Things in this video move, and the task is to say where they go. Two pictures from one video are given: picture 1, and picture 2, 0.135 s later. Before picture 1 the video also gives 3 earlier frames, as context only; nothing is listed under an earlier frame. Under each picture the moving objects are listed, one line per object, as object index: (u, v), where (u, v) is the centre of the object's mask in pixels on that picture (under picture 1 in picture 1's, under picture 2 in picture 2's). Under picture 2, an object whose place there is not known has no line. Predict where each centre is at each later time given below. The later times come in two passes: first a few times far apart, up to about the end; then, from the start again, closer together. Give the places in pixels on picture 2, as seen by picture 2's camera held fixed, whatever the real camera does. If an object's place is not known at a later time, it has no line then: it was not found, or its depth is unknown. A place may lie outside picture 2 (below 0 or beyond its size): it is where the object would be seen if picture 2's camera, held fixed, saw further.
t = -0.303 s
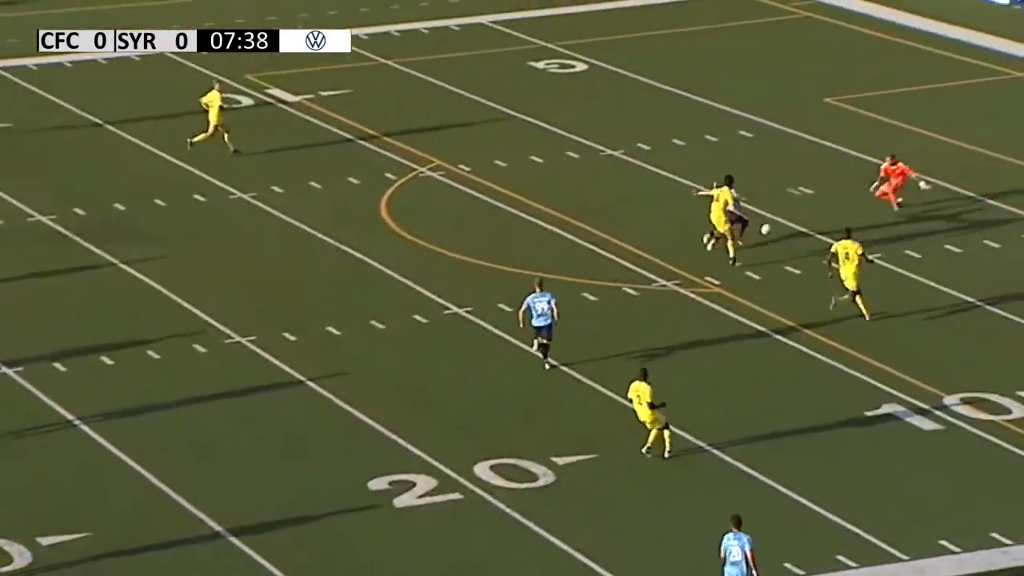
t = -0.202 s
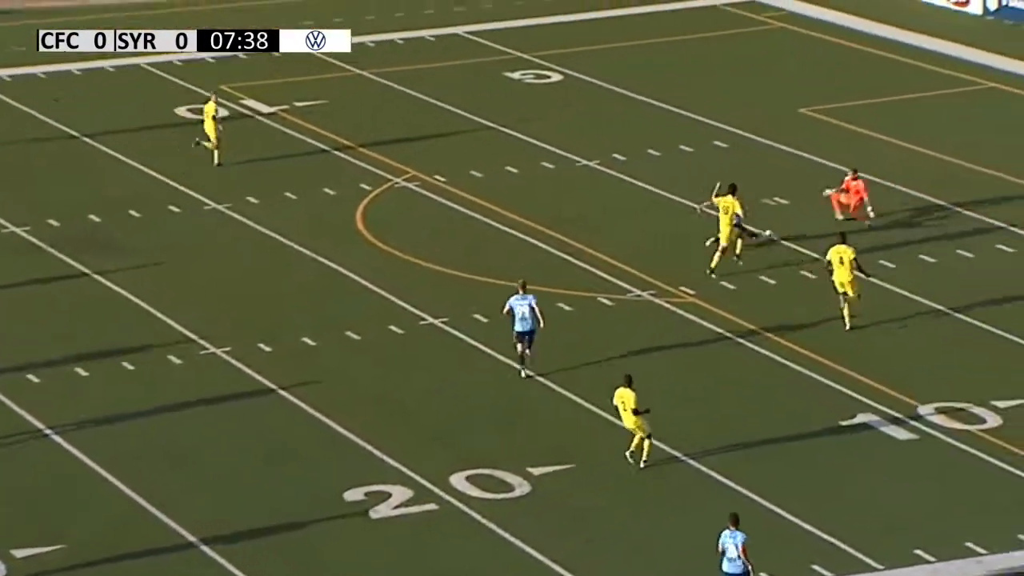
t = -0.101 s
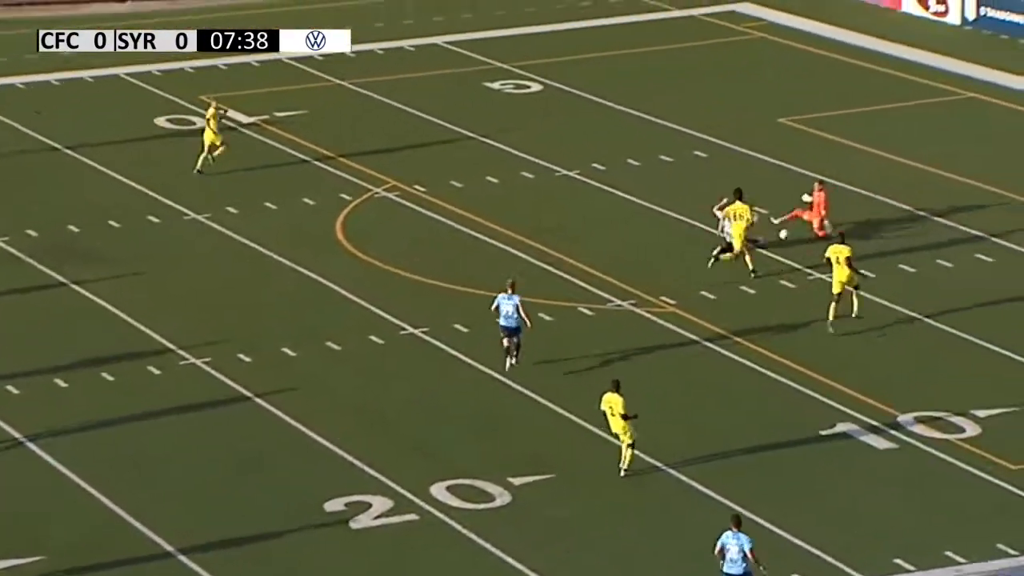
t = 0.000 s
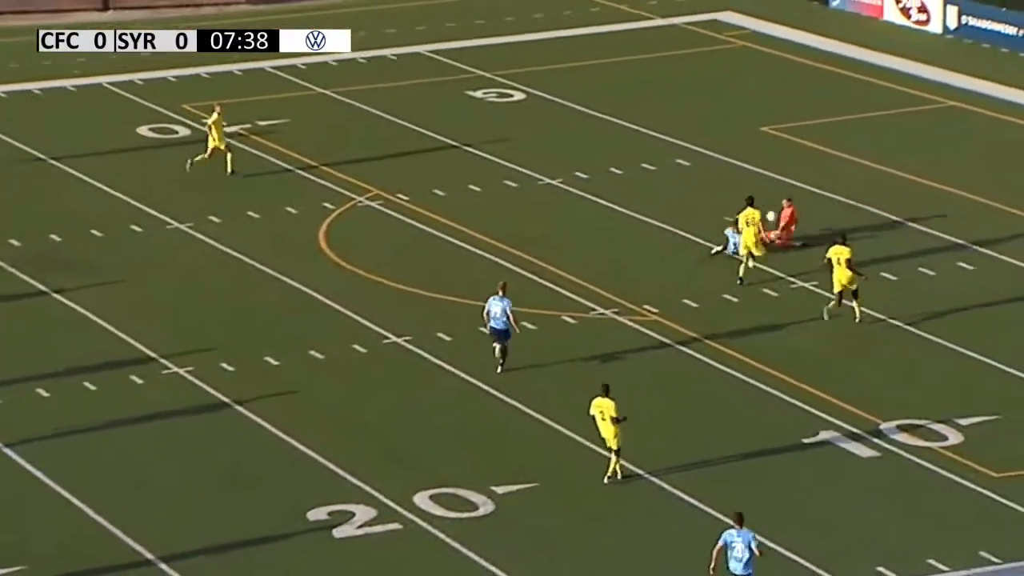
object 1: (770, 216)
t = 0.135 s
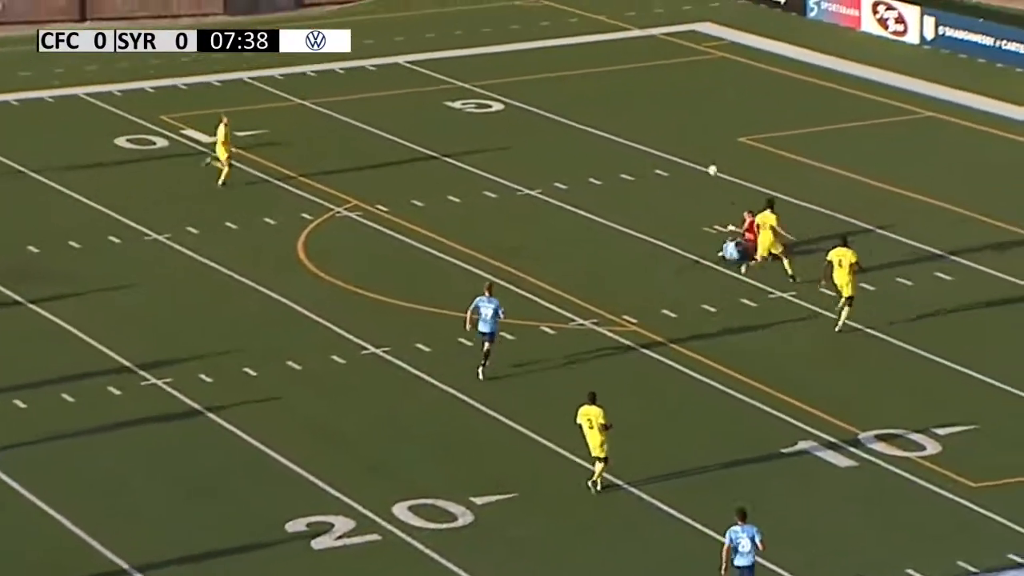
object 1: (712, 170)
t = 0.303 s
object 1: (669, 111)
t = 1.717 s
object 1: (351, 103)
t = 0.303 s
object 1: (669, 111)
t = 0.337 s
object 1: (660, 101)
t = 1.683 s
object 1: (357, 94)
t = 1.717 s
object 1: (351, 103)
